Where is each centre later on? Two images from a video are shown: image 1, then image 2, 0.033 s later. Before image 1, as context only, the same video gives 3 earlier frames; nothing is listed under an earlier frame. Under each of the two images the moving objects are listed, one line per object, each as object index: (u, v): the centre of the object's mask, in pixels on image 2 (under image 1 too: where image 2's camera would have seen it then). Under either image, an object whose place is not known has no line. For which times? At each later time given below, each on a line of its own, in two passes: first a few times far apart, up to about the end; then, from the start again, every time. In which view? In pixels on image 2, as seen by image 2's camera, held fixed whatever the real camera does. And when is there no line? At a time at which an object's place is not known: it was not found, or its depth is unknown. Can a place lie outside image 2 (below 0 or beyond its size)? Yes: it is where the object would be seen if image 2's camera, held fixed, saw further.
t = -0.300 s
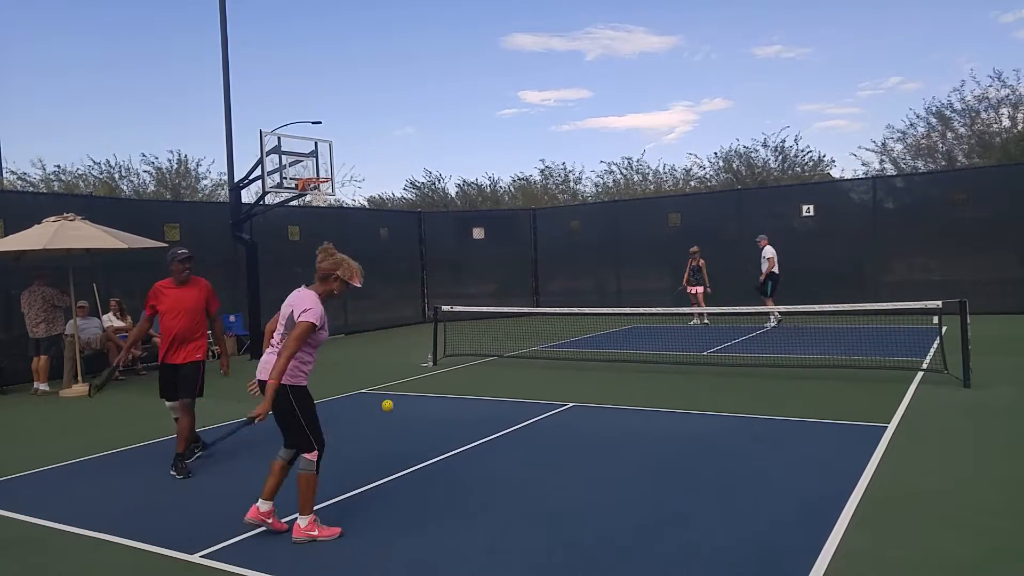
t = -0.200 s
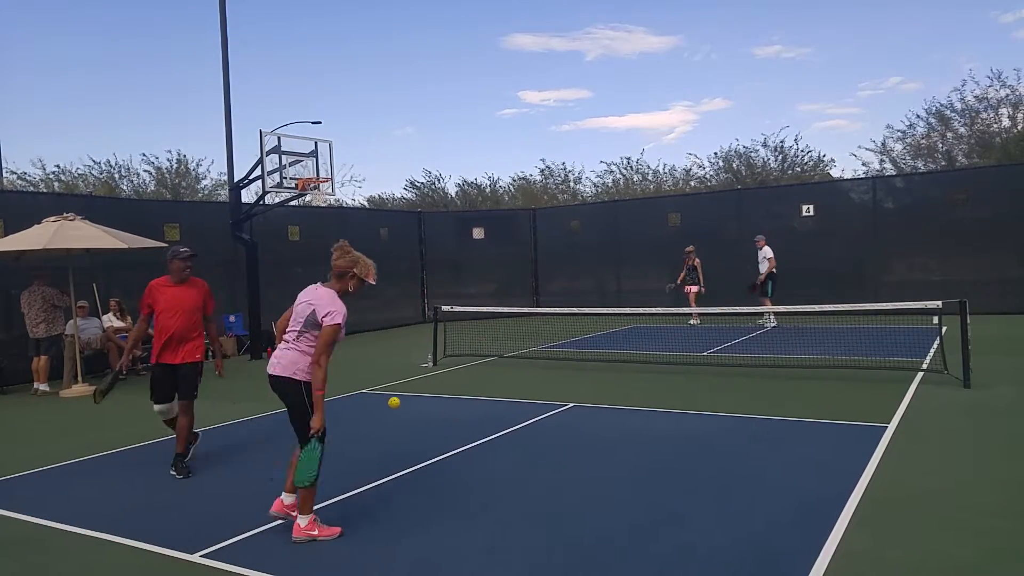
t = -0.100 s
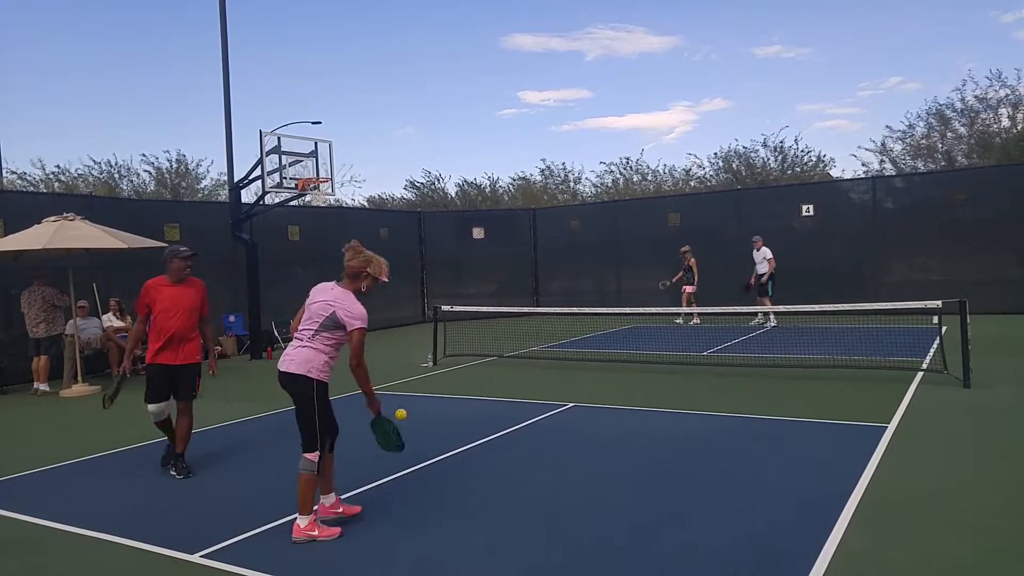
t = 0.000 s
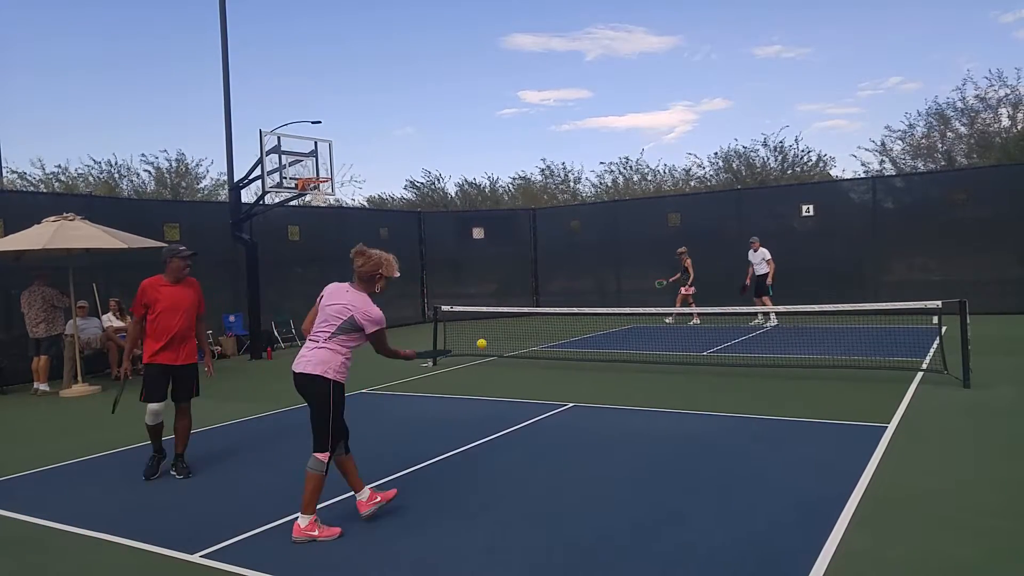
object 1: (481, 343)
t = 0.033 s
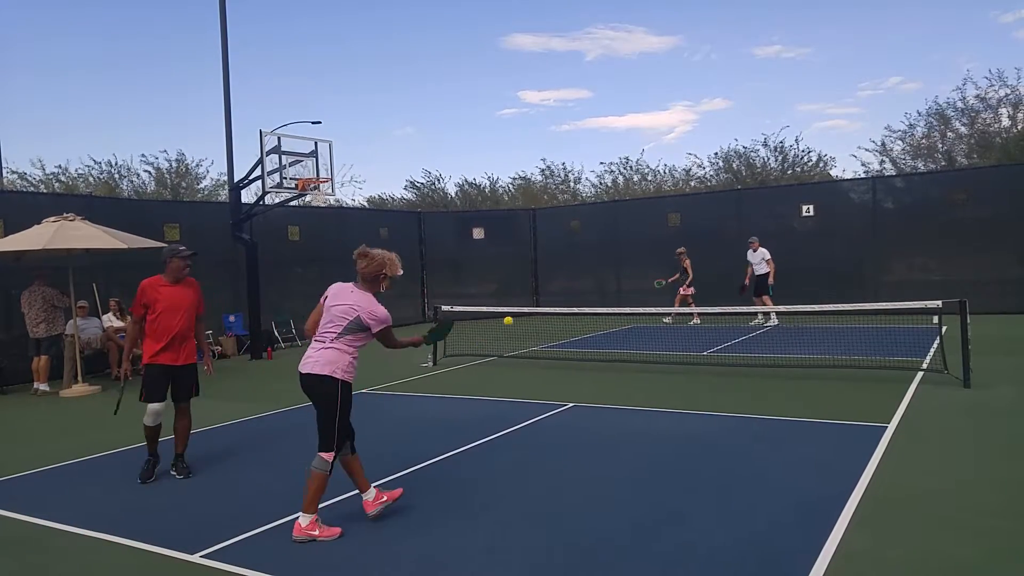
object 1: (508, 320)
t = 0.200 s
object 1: (611, 252)
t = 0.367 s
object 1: (683, 231)
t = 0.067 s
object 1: (532, 302)
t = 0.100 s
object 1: (554, 286)
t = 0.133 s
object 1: (575, 273)
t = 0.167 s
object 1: (593, 261)
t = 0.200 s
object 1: (611, 252)
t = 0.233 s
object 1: (627, 245)
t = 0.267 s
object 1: (643, 239)
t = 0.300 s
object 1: (657, 235)
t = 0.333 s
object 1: (670, 233)
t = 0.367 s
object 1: (683, 231)
